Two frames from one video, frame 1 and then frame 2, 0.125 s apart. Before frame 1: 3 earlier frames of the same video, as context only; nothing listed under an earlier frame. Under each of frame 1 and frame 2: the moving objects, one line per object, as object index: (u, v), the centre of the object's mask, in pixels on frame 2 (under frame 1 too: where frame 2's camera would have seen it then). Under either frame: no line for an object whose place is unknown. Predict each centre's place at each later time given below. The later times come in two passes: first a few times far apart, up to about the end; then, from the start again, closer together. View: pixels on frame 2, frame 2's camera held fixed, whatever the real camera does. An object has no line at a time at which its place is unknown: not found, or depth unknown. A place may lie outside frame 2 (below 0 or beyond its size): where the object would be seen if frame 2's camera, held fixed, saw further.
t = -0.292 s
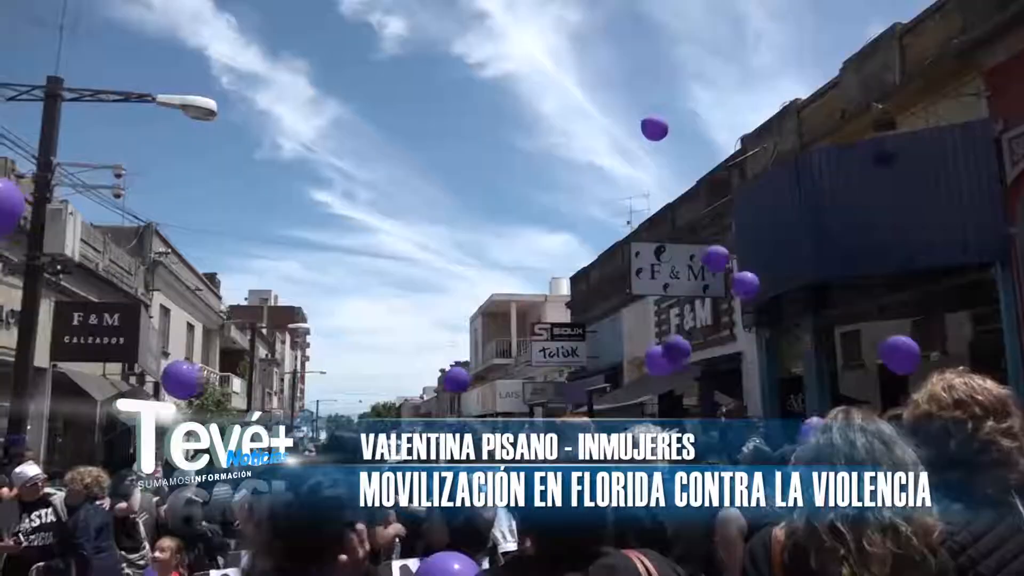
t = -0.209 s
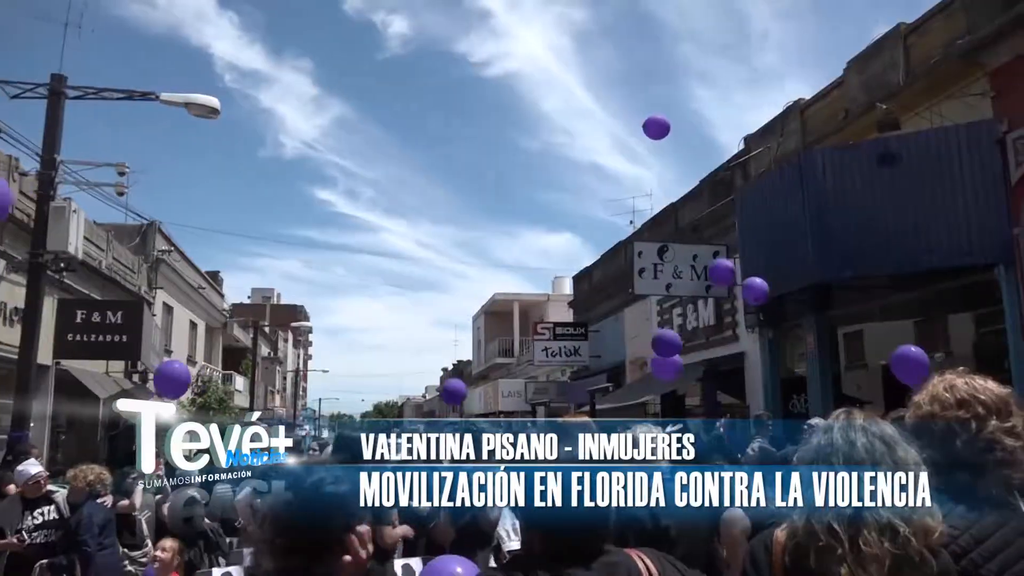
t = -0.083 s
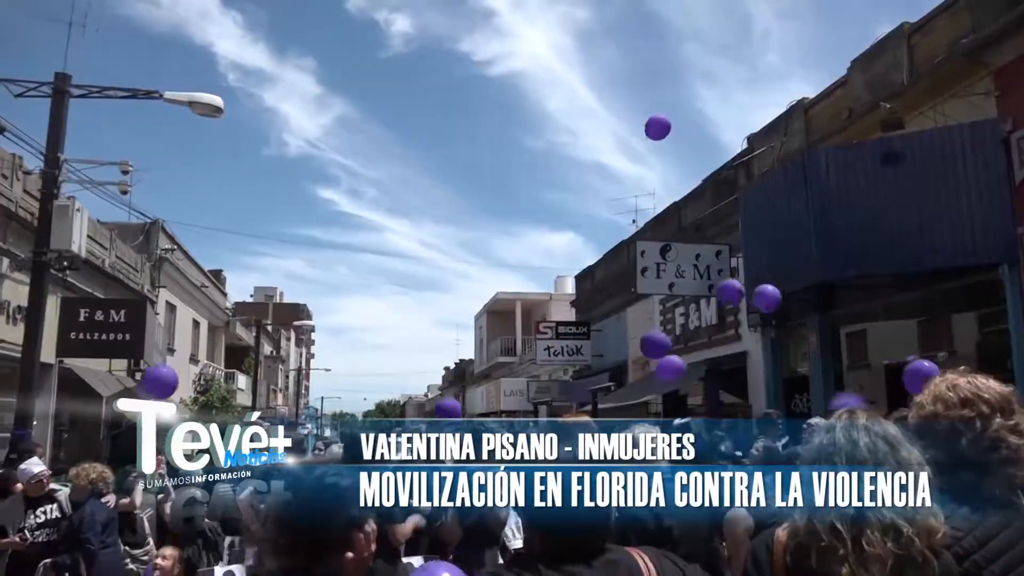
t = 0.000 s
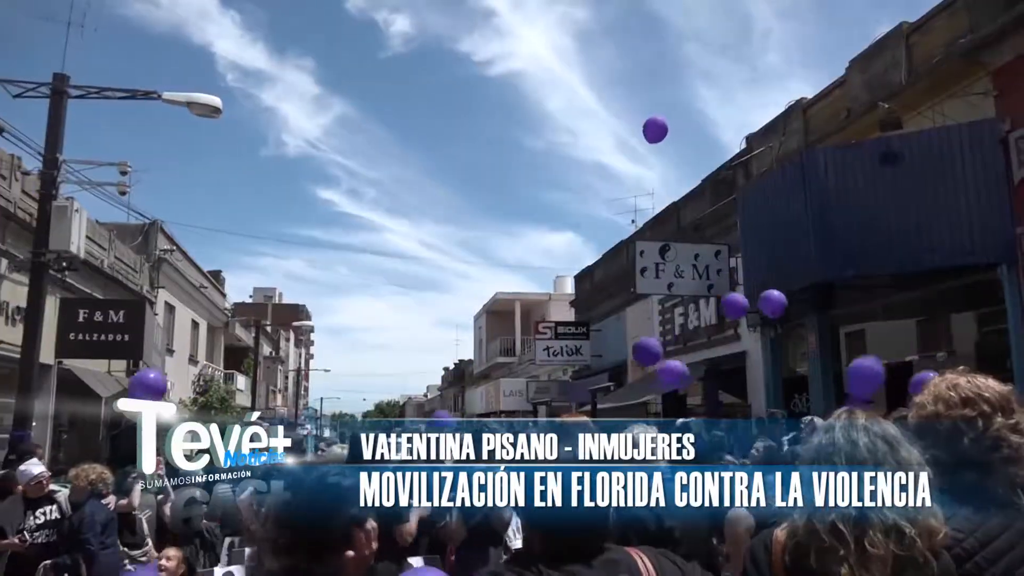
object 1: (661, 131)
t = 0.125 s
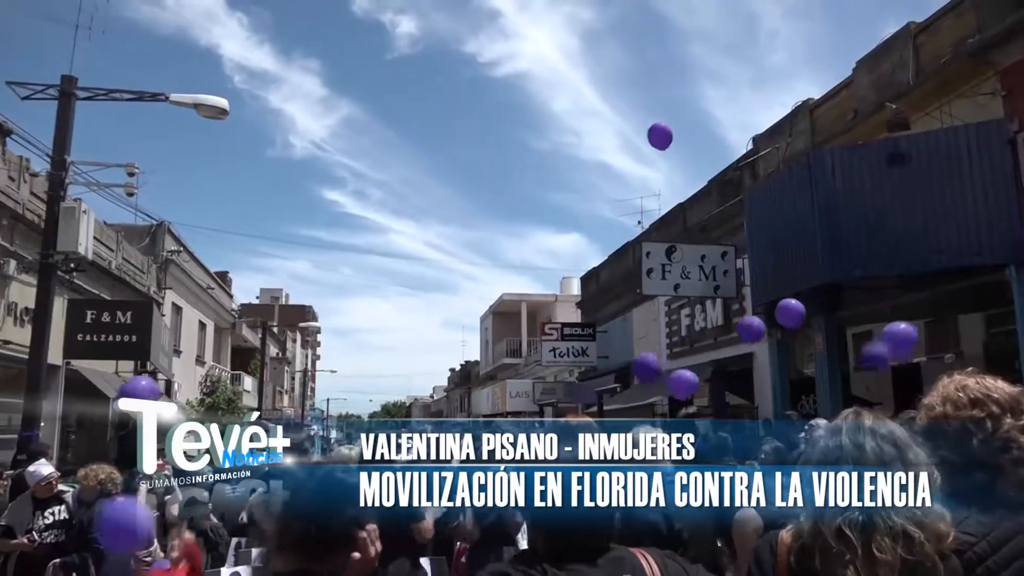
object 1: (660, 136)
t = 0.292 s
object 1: (660, 147)
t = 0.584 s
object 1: (663, 169)
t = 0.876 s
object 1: (669, 201)
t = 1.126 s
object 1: (685, 232)
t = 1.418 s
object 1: (710, 272)
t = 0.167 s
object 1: (659, 139)
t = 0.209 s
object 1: (659, 142)
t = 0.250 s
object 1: (659, 144)
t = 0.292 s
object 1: (660, 147)
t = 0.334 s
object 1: (660, 150)
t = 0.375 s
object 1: (660, 154)
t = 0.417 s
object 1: (661, 156)
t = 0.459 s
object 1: (661, 159)
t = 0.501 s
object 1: (662, 162)
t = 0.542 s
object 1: (662, 166)
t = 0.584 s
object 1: (663, 169)
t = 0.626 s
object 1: (663, 173)
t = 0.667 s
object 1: (664, 179)
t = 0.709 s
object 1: (665, 183)
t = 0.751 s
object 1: (666, 188)
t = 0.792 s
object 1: (667, 192)
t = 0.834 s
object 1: (668, 197)
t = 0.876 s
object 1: (669, 201)
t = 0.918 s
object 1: (671, 206)
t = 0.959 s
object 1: (674, 212)
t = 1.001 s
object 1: (676, 217)
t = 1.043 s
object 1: (679, 222)
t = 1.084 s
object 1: (682, 227)
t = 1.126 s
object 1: (685, 232)
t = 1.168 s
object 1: (689, 240)
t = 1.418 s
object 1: (710, 272)
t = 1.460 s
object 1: (712, 278)
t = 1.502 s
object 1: (716, 284)
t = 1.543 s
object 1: (720, 289)
